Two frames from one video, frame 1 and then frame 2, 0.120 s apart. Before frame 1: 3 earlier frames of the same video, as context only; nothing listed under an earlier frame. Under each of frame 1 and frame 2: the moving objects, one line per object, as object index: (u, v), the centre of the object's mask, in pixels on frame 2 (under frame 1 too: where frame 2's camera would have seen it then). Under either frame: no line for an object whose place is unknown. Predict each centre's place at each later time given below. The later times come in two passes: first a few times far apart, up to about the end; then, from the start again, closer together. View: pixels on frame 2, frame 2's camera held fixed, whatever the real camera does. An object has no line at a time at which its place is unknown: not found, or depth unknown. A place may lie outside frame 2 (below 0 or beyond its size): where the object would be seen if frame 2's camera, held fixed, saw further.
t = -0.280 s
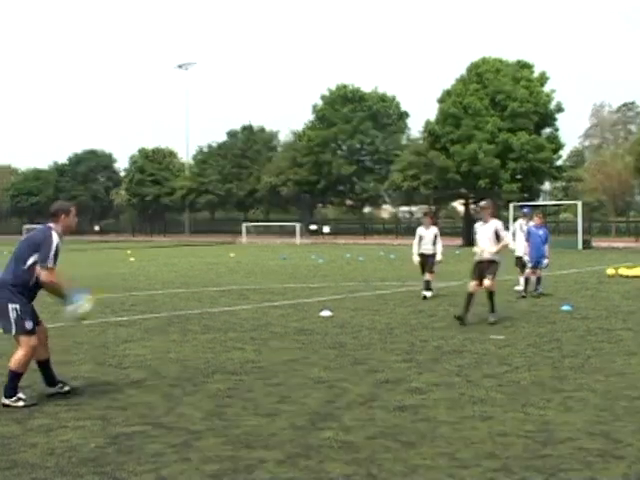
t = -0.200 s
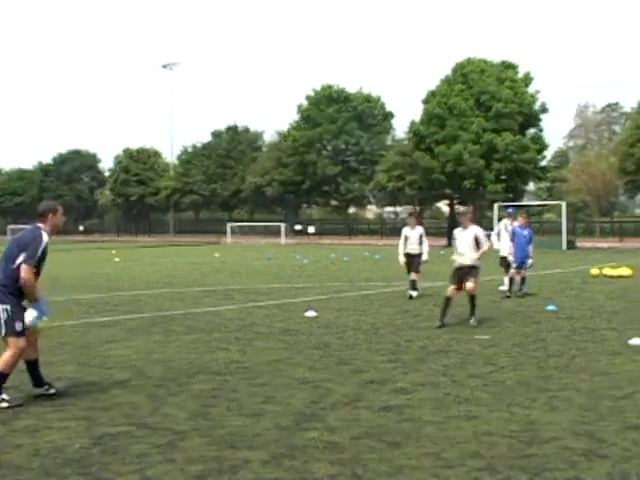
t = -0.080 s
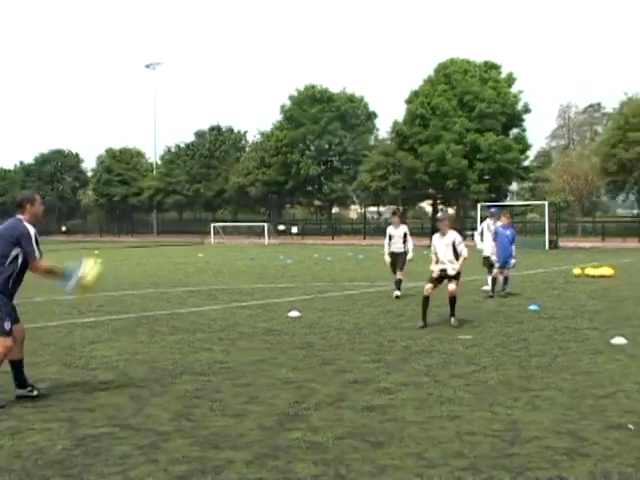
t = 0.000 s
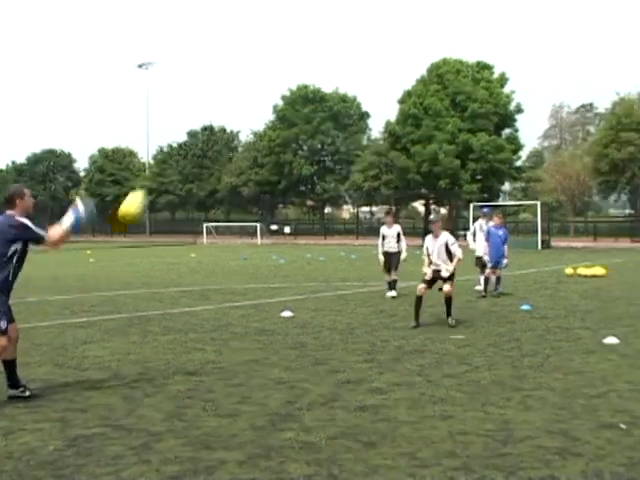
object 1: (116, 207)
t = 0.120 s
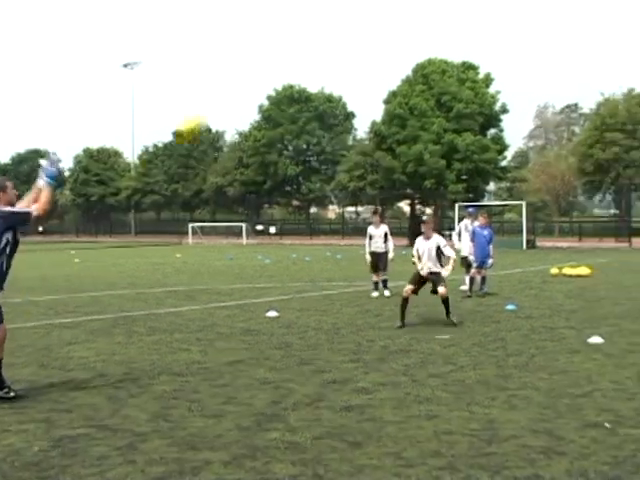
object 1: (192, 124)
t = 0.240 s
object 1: (257, 68)
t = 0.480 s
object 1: (361, 14)
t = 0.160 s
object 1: (214, 105)
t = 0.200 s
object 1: (237, 85)
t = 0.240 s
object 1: (257, 68)
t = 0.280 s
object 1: (276, 55)
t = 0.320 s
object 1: (296, 42)
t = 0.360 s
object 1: (313, 33)
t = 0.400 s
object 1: (330, 24)
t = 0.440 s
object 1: (346, 19)
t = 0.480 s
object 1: (361, 14)
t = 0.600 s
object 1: (404, 8)
